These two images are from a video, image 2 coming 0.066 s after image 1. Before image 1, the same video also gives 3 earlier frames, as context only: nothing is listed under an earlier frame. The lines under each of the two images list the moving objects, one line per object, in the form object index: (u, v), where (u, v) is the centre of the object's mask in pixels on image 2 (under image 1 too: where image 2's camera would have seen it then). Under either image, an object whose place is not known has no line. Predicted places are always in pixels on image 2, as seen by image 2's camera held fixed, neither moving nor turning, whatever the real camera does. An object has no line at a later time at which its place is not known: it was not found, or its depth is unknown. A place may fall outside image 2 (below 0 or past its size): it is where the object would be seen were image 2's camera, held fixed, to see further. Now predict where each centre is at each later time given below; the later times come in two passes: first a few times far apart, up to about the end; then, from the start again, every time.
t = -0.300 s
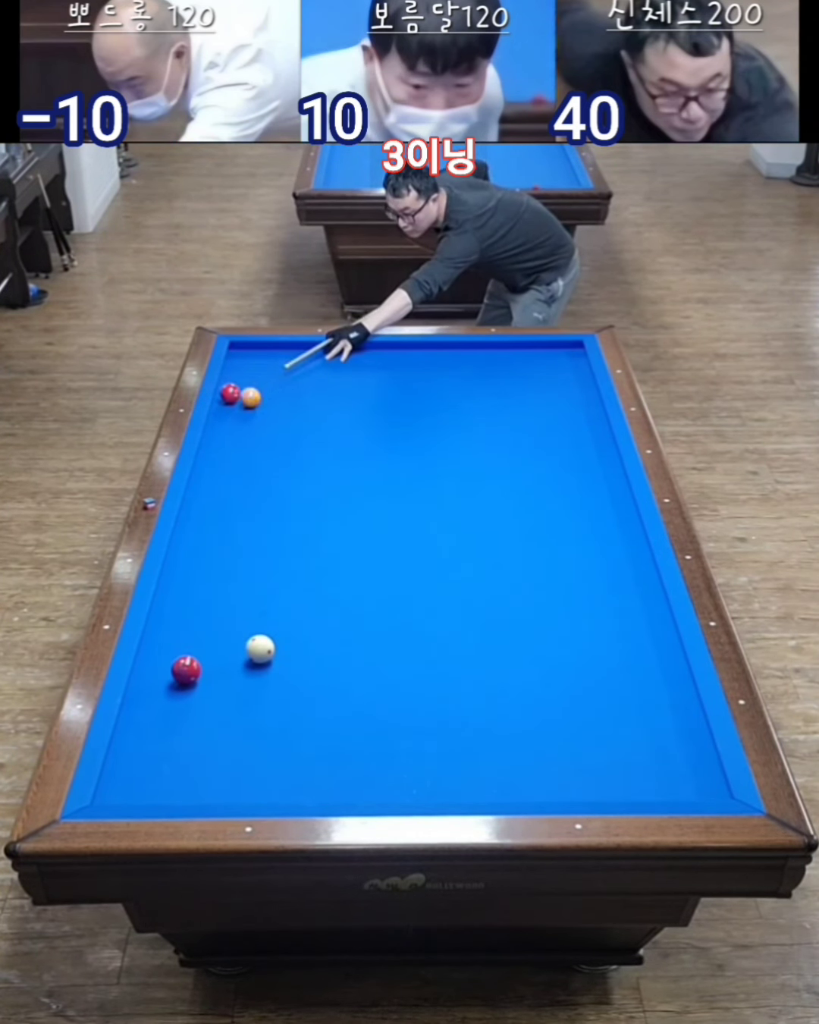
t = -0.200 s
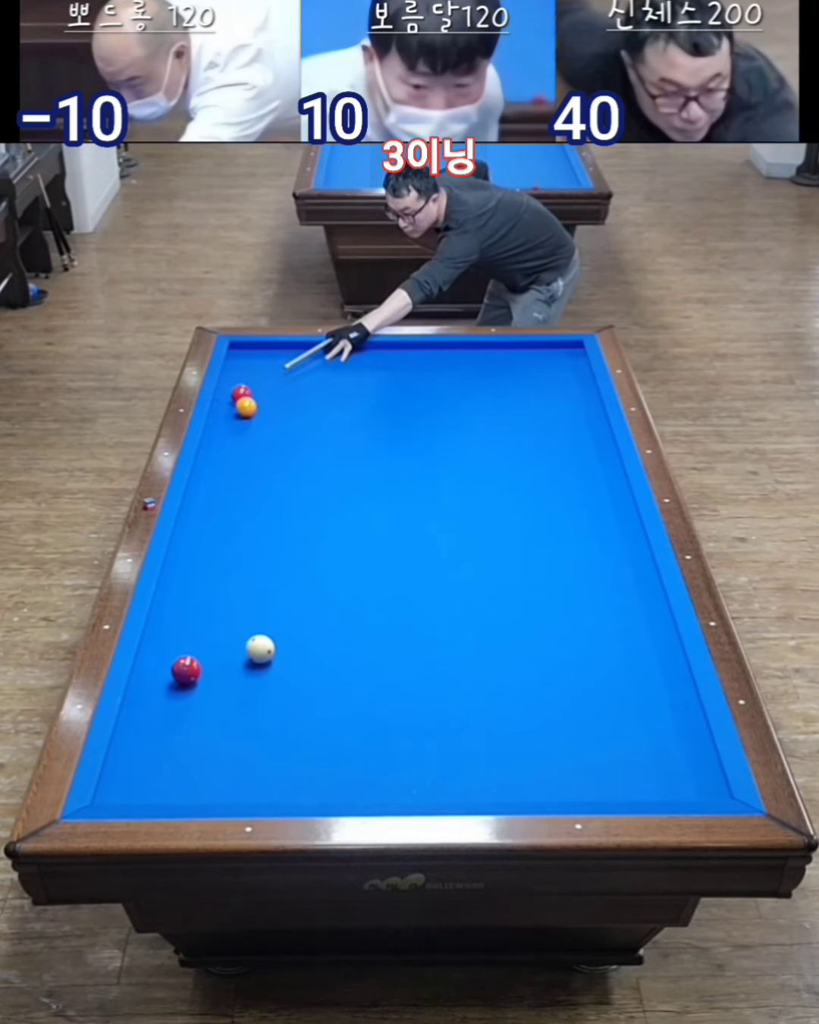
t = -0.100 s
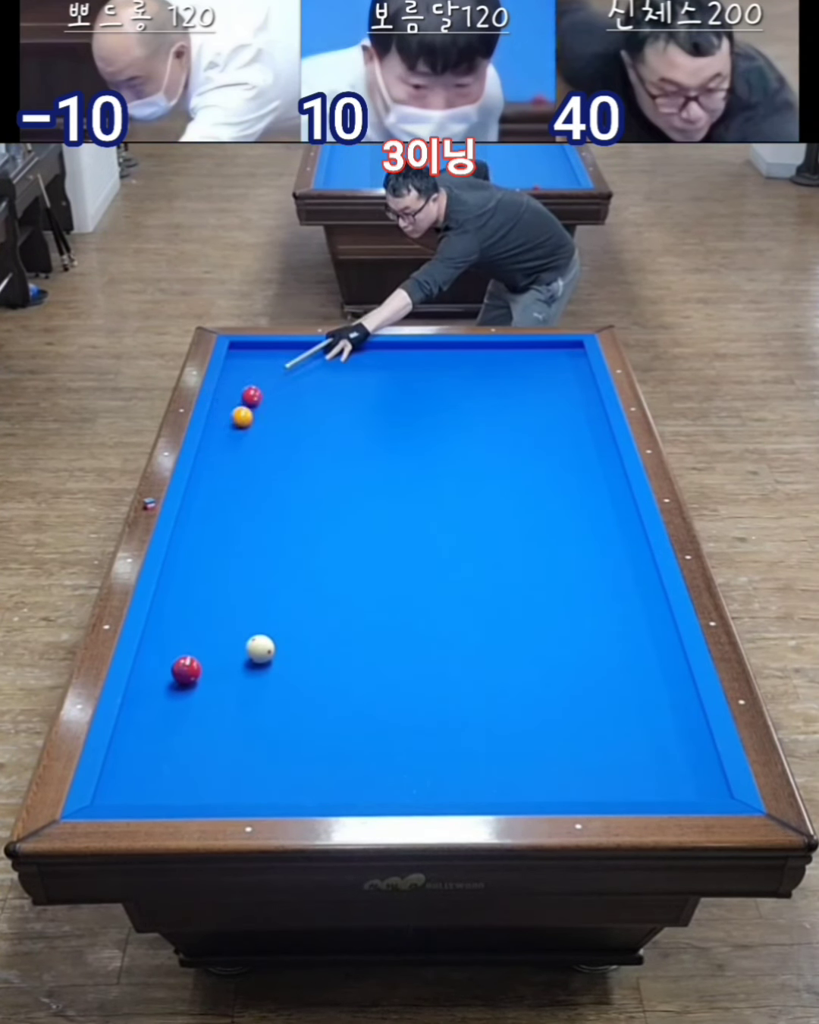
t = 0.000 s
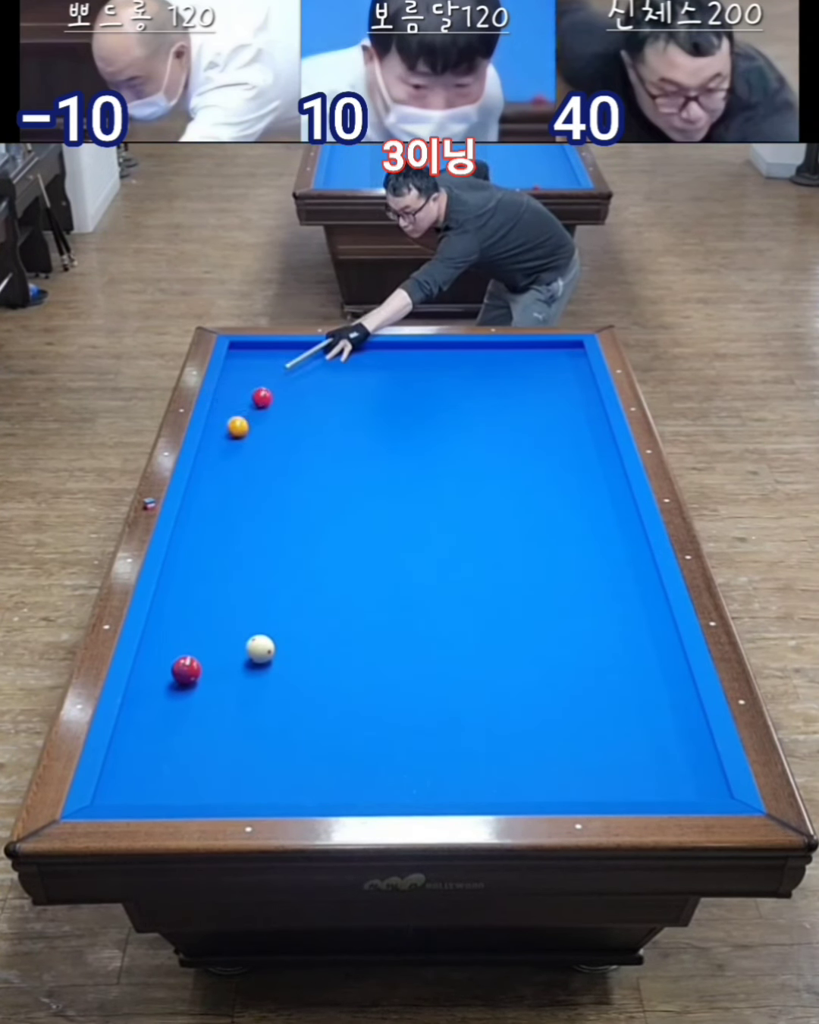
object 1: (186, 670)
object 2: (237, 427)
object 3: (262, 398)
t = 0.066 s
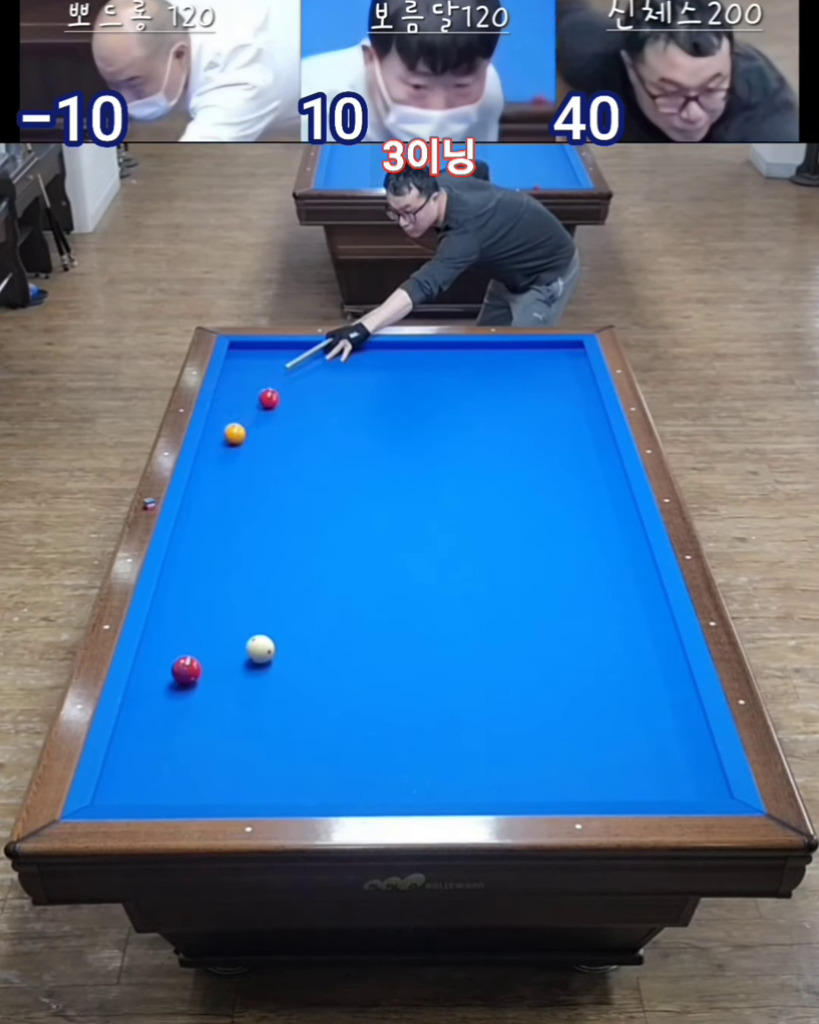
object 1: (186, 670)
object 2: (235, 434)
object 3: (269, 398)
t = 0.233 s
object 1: (186, 670)
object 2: (227, 452)
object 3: (285, 401)
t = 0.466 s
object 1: (186, 670)
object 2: (216, 478)
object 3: (309, 404)
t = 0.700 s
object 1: (186, 670)
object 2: (204, 506)
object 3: (332, 407)
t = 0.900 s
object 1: (186, 670)
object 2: (194, 531)
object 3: (351, 409)
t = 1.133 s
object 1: (186, 670)
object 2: (180, 562)
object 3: (373, 412)
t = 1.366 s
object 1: (186, 670)
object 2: (169, 595)
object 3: (395, 414)
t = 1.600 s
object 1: (186, 670)
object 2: (163, 630)
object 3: (416, 417)
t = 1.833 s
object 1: (186, 670)
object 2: (156, 666)
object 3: (436, 420)
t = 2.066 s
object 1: (186, 670)
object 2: (149, 706)
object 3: (456, 422)
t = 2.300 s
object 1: (186, 670)
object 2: (141, 748)
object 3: (476, 424)
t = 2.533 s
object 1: (186, 670)
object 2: (133, 791)
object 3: (494, 427)
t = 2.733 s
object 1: (186, 670)
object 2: (127, 778)
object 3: (510, 428)
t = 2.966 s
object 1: (186, 670)
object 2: (123, 757)
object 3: (528, 430)
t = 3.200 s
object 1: (186, 670)
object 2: (135, 740)
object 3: (544, 432)
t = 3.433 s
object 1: (186, 670)
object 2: (146, 724)
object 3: (561, 434)
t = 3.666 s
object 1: (186, 670)
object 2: (156, 709)
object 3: (576, 436)
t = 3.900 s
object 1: (186, 670)
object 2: (166, 695)
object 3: (591, 438)
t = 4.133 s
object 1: (189, 666)
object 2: (173, 686)
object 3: (605, 439)
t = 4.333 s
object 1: (192, 661)
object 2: (174, 684)
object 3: (599, 440)
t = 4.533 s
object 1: (195, 656)
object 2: (175, 683)
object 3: (593, 441)
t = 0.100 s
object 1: (186, 670)
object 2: (233, 438)
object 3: (272, 399)
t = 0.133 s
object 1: (186, 670)
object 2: (232, 441)
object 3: (276, 399)
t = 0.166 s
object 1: (186, 670)
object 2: (230, 445)
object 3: (279, 400)
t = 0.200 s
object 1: (186, 670)
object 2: (229, 448)
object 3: (282, 400)
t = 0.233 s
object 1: (186, 670)
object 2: (227, 452)
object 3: (285, 401)
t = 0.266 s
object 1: (186, 670)
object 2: (226, 455)
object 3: (289, 401)
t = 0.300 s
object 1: (186, 670)
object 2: (224, 459)
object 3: (292, 401)
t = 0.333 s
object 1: (186, 670)
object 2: (223, 463)
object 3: (296, 402)
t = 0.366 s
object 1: (186, 670)
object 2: (221, 467)
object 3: (299, 403)
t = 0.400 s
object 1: (186, 670)
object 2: (219, 470)
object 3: (302, 403)
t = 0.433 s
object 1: (186, 670)
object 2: (218, 474)
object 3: (306, 403)
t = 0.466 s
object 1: (186, 670)
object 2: (216, 478)
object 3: (309, 404)
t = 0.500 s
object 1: (186, 670)
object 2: (214, 482)
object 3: (312, 404)
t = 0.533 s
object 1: (186, 670)
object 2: (213, 486)
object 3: (315, 405)
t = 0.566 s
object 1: (186, 670)
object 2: (211, 490)
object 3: (319, 405)
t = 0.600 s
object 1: (186, 670)
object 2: (209, 494)
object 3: (322, 405)
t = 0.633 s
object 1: (186, 670)
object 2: (208, 498)
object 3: (326, 406)
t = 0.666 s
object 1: (186, 670)
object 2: (206, 502)
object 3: (329, 406)
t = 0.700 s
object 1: (186, 670)
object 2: (204, 506)
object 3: (332, 407)
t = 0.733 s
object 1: (186, 670)
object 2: (203, 510)
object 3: (335, 407)
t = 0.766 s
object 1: (186, 670)
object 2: (201, 514)
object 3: (338, 408)
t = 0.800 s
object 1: (186, 670)
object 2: (199, 518)
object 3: (341, 408)
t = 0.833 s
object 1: (186, 670)
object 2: (197, 523)
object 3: (345, 408)
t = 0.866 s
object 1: (186, 670)
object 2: (195, 527)
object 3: (348, 409)
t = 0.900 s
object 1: (186, 670)
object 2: (194, 531)
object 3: (351, 409)
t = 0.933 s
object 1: (186, 670)
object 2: (192, 536)
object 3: (354, 410)
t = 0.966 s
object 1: (186, 670)
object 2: (190, 540)
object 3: (358, 410)
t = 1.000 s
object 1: (186, 670)
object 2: (188, 544)
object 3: (361, 410)
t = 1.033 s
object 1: (186, 670)
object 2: (186, 549)
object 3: (364, 411)
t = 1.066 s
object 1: (186, 670)
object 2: (184, 553)
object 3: (367, 411)
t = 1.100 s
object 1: (186, 670)
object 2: (182, 558)
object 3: (370, 412)
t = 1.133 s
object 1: (186, 670)
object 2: (180, 562)
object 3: (373, 412)
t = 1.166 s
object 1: (186, 670)
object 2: (178, 567)
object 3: (376, 412)
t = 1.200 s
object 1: (186, 670)
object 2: (177, 571)
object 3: (380, 413)
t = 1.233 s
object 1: (186, 670)
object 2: (174, 576)
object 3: (382, 413)
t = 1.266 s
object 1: (186, 670)
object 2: (172, 581)
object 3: (386, 413)
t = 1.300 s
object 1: (186, 670)
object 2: (171, 586)
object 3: (389, 414)
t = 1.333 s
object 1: (186, 670)
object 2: (170, 590)
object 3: (392, 414)
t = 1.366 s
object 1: (186, 670)
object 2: (169, 595)
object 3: (395, 414)
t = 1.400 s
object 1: (186, 670)
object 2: (168, 600)
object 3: (398, 415)
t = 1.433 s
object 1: (186, 670)
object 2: (167, 605)
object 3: (401, 415)
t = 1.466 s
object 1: (186, 670)
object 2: (166, 610)
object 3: (404, 416)
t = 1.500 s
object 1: (186, 670)
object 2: (165, 614)
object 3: (407, 416)
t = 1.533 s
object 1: (186, 670)
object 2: (164, 620)
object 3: (410, 416)
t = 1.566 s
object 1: (186, 670)
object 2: (163, 624)
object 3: (413, 417)
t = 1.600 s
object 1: (186, 670)
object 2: (163, 630)
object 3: (416, 417)
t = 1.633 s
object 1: (186, 670)
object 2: (162, 635)
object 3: (419, 417)
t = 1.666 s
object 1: (186, 670)
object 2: (161, 640)
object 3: (422, 418)
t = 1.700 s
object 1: (186, 670)
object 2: (160, 645)
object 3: (424, 418)
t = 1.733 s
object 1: (186, 670)
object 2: (159, 650)
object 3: (427, 418)
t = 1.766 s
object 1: (186, 670)
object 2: (158, 656)
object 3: (431, 419)
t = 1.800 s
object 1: (186, 670)
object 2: (157, 661)
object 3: (434, 419)
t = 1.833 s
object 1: (186, 670)
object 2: (156, 666)
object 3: (436, 420)
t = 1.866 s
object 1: (186, 670)
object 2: (155, 672)
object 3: (439, 420)
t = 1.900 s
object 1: (186, 670)
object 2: (154, 678)
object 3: (442, 420)
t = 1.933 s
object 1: (186, 670)
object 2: (153, 683)
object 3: (445, 421)
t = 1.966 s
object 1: (186, 670)
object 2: (152, 689)
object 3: (448, 421)
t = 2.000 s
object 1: (186, 670)
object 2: (151, 694)
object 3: (450, 421)
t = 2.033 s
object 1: (186, 670)
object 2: (150, 700)
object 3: (453, 422)
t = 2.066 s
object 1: (186, 670)
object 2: (149, 706)
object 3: (456, 422)
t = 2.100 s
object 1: (186, 670)
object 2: (148, 712)
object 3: (459, 423)
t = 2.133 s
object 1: (186, 670)
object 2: (147, 718)
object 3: (462, 423)
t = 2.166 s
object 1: (186, 670)
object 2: (146, 723)
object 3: (465, 423)
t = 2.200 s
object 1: (186, 670)
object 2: (145, 730)
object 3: (467, 423)
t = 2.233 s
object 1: (186, 670)
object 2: (144, 736)
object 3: (470, 424)
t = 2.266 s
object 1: (186, 670)
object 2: (143, 742)
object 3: (473, 424)
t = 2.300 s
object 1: (186, 670)
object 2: (141, 748)
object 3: (476, 424)
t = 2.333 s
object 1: (186, 670)
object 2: (140, 754)
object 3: (478, 425)
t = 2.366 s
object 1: (186, 670)
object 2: (139, 761)
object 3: (481, 425)
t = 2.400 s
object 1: (186, 670)
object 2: (138, 767)
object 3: (484, 425)
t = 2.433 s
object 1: (186, 670)
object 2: (137, 774)
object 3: (486, 426)
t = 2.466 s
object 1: (186, 670)
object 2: (136, 780)
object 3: (489, 426)
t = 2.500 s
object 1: (186, 670)
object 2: (134, 786)
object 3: (492, 426)
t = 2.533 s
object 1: (186, 670)
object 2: (133, 791)
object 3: (494, 427)
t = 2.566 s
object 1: (186, 670)
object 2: (132, 793)
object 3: (497, 427)
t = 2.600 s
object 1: (186, 670)
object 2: (131, 790)
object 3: (499, 427)
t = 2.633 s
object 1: (186, 670)
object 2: (130, 787)
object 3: (502, 428)
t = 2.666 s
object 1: (186, 670)
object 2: (129, 784)
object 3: (505, 428)
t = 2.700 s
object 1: (186, 670)
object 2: (128, 781)
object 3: (507, 428)
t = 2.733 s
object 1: (186, 670)
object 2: (127, 778)
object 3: (510, 428)
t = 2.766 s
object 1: (186, 670)
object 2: (126, 774)
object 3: (512, 429)
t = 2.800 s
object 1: (186, 670)
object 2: (125, 771)
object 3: (515, 429)
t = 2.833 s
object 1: (186, 670)
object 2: (125, 768)
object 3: (518, 429)
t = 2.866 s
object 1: (186, 670)
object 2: (124, 765)
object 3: (520, 430)
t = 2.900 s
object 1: (186, 670)
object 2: (122, 762)
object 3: (523, 430)
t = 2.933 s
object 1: (186, 670)
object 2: (122, 759)
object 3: (525, 430)
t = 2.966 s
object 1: (186, 670)
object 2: (123, 757)
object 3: (528, 430)
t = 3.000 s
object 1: (186, 670)
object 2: (125, 754)
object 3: (530, 431)
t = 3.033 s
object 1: (186, 670)
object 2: (127, 752)
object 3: (533, 431)
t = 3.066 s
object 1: (186, 670)
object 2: (128, 749)
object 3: (535, 431)
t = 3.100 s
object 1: (186, 670)
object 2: (130, 747)
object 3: (537, 432)
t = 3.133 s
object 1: (186, 670)
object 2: (132, 744)
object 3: (540, 432)
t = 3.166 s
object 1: (186, 670)
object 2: (133, 742)
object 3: (542, 432)
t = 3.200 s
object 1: (186, 670)
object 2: (135, 740)
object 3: (544, 432)
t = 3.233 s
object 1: (186, 670)
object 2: (137, 737)
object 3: (547, 433)
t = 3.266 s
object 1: (186, 670)
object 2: (139, 735)
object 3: (549, 433)
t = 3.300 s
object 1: (186, 670)
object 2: (140, 733)
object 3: (552, 433)
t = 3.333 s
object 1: (186, 670)
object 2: (141, 730)
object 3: (554, 433)
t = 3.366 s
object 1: (186, 670)
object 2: (143, 728)
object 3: (556, 434)
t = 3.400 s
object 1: (186, 670)
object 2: (145, 726)
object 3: (558, 434)
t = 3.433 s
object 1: (186, 670)
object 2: (146, 724)
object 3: (561, 434)
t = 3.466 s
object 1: (186, 670)
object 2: (148, 722)
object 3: (563, 435)
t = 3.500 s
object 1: (186, 670)
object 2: (149, 720)
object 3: (565, 435)
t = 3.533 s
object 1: (186, 670)
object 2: (151, 717)
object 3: (567, 435)
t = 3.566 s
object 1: (186, 670)
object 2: (152, 715)
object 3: (570, 435)
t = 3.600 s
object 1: (186, 670)
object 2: (154, 713)
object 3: (572, 435)
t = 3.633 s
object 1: (186, 670)
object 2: (155, 711)
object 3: (574, 436)
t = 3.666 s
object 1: (186, 670)
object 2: (156, 709)
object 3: (576, 436)
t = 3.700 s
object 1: (186, 670)
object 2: (158, 707)
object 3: (578, 436)
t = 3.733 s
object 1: (186, 670)
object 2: (159, 705)
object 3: (581, 436)
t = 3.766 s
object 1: (186, 670)
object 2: (161, 703)
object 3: (583, 436)
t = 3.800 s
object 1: (186, 670)
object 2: (162, 701)
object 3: (585, 437)
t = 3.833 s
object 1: (186, 670)
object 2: (163, 699)
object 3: (587, 437)
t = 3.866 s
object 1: (186, 670)
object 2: (165, 697)
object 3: (589, 437)
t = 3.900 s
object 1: (186, 670)
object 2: (166, 695)
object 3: (591, 438)
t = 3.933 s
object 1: (186, 670)
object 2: (168, 693)
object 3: (593, 438)
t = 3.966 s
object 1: (187, 670)
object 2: (169, 692)
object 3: (595, 438)
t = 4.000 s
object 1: (187, 669)
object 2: (170, 690)
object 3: (597, 438)
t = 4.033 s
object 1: (188, 669)
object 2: (172, 688)
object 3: (599, 439)
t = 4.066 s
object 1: (188, 668)
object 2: (172, 687)
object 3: (601, 439)
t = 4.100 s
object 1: (189, 667)
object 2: (172, 687)
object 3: (603, 439)
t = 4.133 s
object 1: (189, 666)
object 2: (173, 686)
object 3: (605, 439)
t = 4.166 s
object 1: (190, 665)
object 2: (173, 686)
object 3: (603, 439)
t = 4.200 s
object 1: (190, 664)
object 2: (173, 686)
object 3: (602, 440)
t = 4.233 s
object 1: (191, 664)
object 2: (173, 685)
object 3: (602, 440)
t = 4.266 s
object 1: (191, 663)
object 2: (173, 685)
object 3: (601, 440)
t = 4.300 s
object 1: (192, 662)
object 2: (174, 685)
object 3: (600, 440)
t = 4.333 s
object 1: (192, 661)
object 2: (174, 684)
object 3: (599, 440)
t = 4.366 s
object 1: (193, 660)
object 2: (174, 684)
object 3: (598, 441)
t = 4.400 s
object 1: (193, 659)
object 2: (174, 684)
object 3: (597, 441)
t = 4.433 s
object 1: (193, 659)
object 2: (174, 684)
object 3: (596, 441)
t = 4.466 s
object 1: (194, 658)
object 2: (174, 683)
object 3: (595, 441)
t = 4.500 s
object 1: (195, 657)
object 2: (174, 683)
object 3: (594, 441)
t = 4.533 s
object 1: (195, 656)
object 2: (175, 683)
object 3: (593, 441)
